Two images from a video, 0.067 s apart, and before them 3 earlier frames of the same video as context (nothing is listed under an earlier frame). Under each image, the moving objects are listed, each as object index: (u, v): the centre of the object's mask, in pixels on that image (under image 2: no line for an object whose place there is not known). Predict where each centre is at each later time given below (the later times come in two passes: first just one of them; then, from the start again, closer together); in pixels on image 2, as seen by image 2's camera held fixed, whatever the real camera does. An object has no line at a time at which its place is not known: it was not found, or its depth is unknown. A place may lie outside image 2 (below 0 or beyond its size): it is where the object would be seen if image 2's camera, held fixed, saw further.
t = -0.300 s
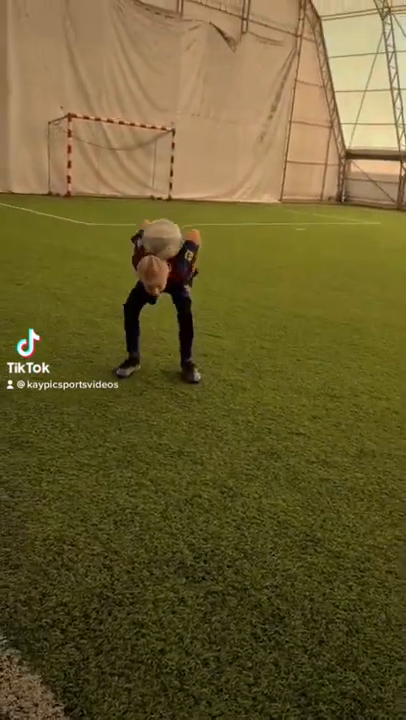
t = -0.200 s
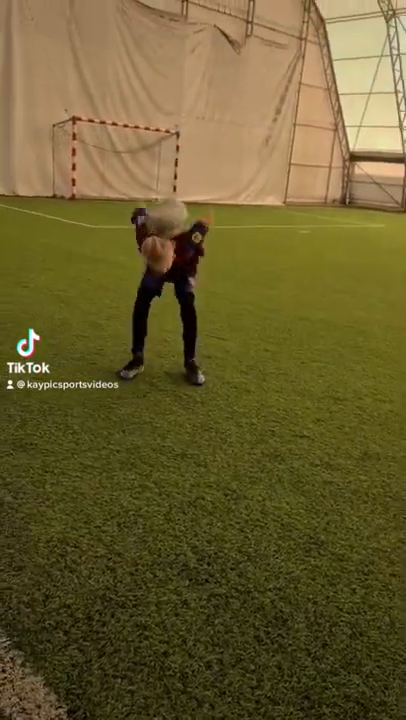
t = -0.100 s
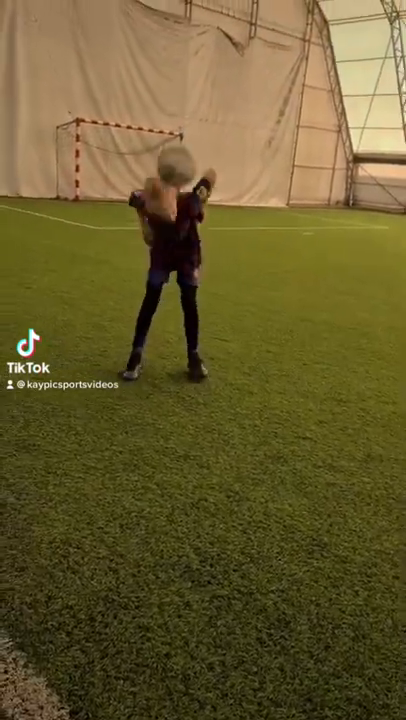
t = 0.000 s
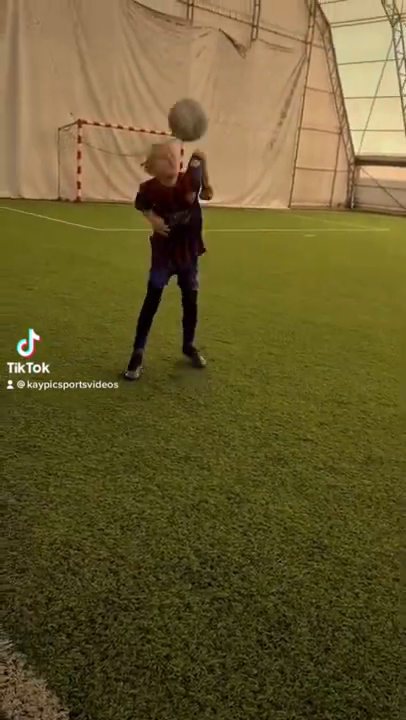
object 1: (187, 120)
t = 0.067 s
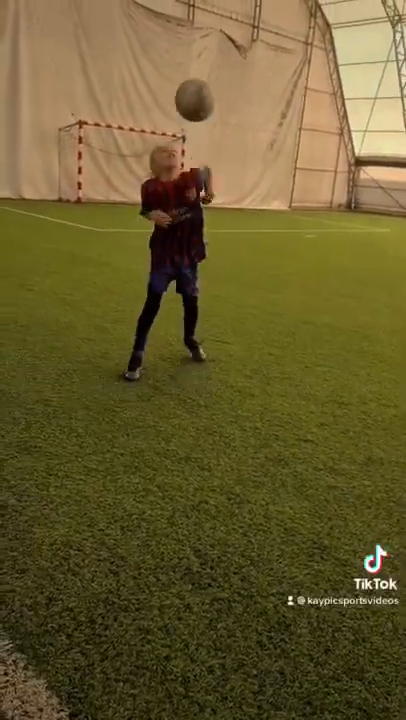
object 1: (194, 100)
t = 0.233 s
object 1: (205, 88)
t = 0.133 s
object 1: (199, 89)
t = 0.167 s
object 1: (201, 86)
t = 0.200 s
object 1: (203, 86)
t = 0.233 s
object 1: (205, 88)
